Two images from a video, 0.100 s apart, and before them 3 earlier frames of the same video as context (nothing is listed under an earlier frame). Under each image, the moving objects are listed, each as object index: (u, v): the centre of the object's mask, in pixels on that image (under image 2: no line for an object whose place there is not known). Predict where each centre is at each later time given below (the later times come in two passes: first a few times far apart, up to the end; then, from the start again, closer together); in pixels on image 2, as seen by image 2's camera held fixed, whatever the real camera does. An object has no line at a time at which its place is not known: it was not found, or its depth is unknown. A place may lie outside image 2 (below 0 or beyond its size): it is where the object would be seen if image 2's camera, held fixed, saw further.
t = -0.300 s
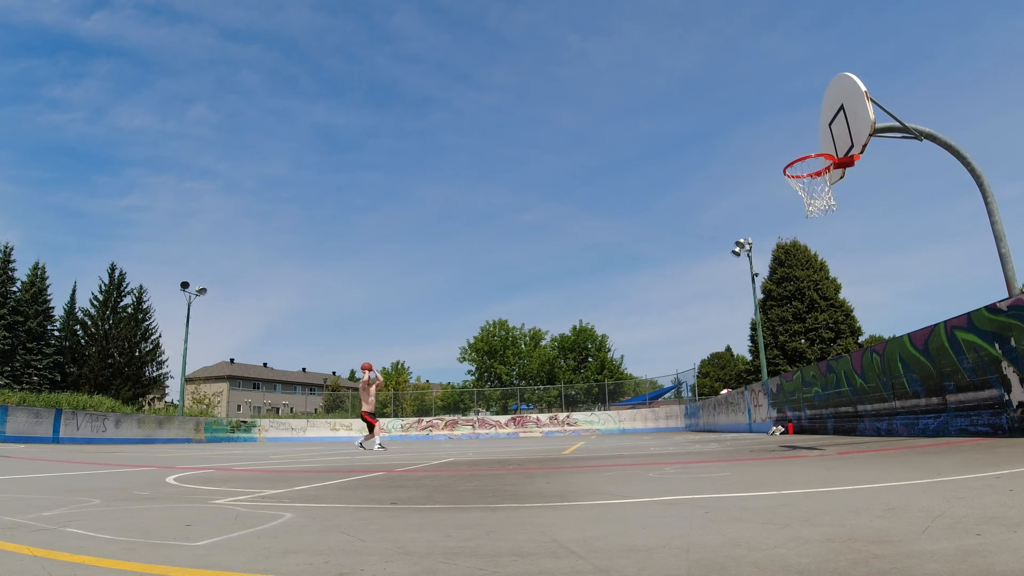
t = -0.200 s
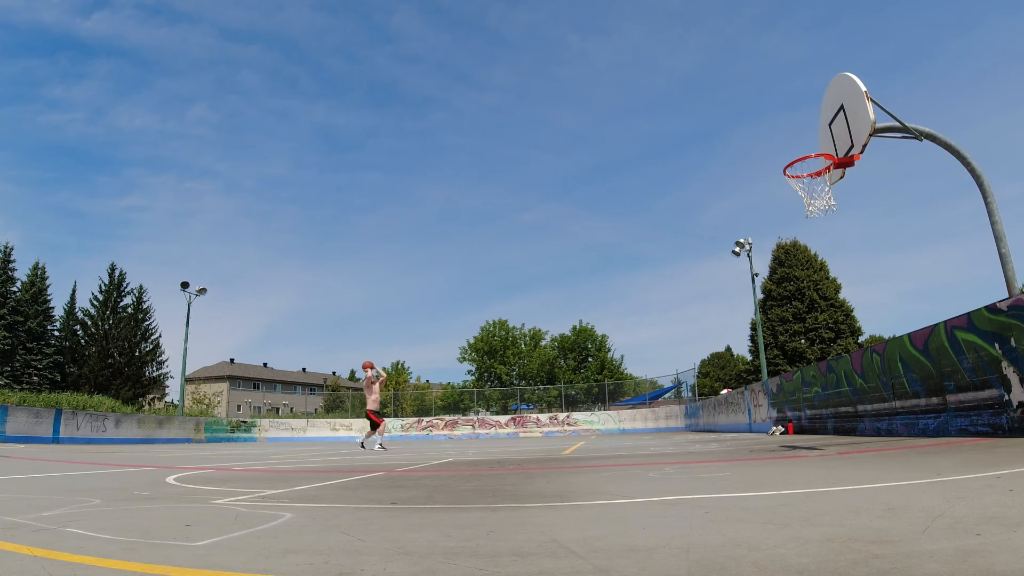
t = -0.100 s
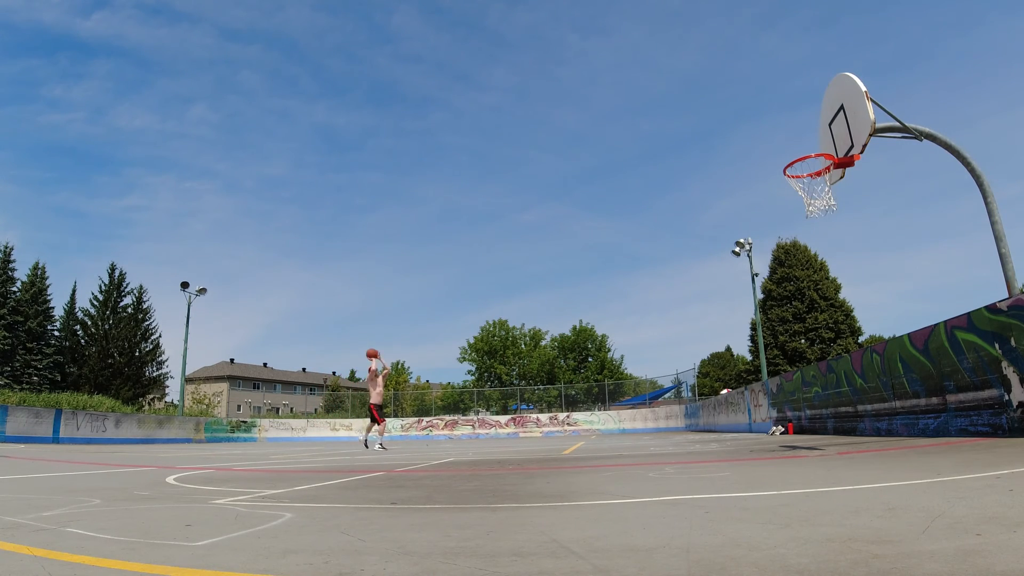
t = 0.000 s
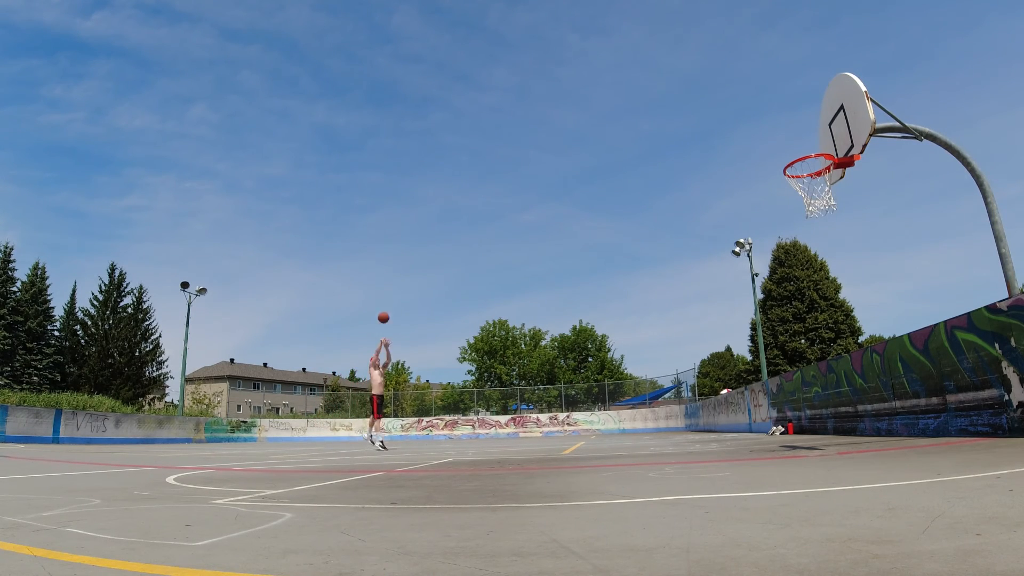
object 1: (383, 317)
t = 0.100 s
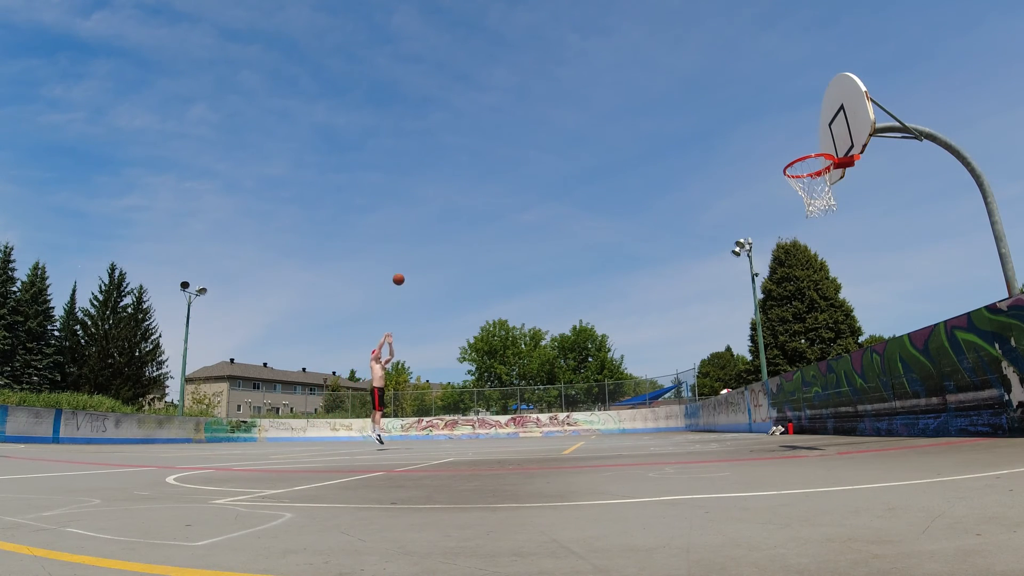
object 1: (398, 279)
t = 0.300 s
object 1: (431, 211)
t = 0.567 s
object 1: (479, 139)
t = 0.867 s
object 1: (545, 89)
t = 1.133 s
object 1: (625, 79)
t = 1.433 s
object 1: (764, 135)
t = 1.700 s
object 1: (871, 225)
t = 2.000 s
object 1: (964, 381)
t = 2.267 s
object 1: (954, 328)
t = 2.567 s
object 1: (922, 269)
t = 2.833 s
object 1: (909, 288)
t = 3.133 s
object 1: (907, 378)
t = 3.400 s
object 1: (896, 377)
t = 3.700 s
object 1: (876, 343)
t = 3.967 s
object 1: (863, 374)
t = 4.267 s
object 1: (854, 405)
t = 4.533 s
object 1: (845, 375)
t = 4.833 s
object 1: (844, 401)
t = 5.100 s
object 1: (840, 403)
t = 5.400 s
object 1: (833, 395)
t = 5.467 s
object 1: (831, 401)
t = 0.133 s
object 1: (404, 267)
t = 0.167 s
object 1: (409, 255)
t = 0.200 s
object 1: (414, 244)
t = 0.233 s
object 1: (420, 232)
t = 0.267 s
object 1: (425, 222)
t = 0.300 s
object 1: (431, 211)
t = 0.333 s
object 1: (436, 201)
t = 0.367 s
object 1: (442, 191)
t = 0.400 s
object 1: (448, 182)
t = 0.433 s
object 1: (454, 173)
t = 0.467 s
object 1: (460, 164)
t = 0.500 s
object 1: (466, 155)
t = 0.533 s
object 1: (472, 147)
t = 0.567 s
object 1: (479, 139)
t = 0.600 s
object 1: (485, 132)
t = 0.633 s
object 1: (492, 125)
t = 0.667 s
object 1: (499, 119)
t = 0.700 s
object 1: (506, 113)
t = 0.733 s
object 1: (513, 107)
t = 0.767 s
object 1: (521, 101)
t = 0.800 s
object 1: (529, 97)
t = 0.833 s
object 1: (537, 92)
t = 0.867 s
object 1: (545, 89)
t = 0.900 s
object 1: (554, 85)
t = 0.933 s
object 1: (563, 83)
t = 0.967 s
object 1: (572, 80)
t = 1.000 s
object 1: (582, 79)
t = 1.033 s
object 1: (592, 78)
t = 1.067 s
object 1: (602, 77)
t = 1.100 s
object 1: (613, 78)
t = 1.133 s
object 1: (625, 79)
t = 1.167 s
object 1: (637, 81)
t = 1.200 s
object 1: (650, 84)
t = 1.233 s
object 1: (664, 87)
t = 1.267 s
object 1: (678, 92)
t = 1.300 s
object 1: (693, 98)
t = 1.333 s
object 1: (709, 105)
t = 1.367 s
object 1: (726, 114)
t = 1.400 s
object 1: (744, 123)
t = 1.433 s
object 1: (764, 135)
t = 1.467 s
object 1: (784, 148)
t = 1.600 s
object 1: (844, 195)
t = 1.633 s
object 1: (853, 203)
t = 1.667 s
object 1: (862, 213)
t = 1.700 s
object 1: (871, 225)
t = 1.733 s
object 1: (881, 237)
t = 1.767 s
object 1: (891, 251)
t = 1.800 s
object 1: (901, 266)
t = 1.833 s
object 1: (911, 282)
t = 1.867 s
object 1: (921, 299)
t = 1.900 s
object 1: (932, 317)
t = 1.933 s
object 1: (943, 337)
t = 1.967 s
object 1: (953, 358)
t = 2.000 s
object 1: (964, 381)
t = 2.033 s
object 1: (975, 405)
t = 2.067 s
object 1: (985, 428)
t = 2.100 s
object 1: (979, 409)
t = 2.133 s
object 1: (974, 390)
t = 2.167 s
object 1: (969, 372)
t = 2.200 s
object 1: (964, 356)
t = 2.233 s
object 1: (959, 341)
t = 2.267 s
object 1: (954, 328)
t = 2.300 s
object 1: (950, 316)
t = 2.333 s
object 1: (945, 306)
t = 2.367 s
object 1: (941, 297)
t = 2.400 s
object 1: (937, 289)
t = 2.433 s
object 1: (934, 283)
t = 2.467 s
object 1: (931, 278)
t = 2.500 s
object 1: (928, 274)
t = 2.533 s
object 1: (925, 271)
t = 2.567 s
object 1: (922, 269)
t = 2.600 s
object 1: (920, 268)
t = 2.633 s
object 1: (918, 268)
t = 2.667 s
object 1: (916, 269)
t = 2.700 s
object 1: (914, 271)
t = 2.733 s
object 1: (912, 274)
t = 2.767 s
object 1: (911, 278)
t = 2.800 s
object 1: (910, 282)
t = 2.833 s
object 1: (909, 288)
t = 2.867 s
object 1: (908, 295)
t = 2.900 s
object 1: (907, 302)
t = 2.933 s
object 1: (907, 310)
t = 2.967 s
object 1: (906, 319)
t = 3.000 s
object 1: (906, 329)
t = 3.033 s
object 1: (907, 341)
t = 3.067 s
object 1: (906, 352)
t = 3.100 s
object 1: (907, 364)
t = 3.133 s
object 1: (907, 378)
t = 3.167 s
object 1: (907, 393)
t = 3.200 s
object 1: (907, 407)
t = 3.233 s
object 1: (907, 423)
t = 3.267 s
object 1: (906, 420)
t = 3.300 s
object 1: (904, 408)
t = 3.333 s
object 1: (901, 397)
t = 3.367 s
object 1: (898, 385)
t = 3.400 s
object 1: (896, 377)
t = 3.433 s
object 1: (894, 369)
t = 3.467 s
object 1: (893, 361)
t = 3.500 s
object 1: (891, 355)
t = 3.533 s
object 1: (888, 351)
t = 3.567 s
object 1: (885, 348)
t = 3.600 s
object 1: (882, 346)
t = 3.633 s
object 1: (880, 344)
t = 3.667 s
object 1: (878, 343)
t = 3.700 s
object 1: (876, 343)
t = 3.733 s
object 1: (874, 344)
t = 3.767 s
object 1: (872, 346)
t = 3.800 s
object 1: (870, 348)
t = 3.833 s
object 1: (869, 352)
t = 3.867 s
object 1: (867, 356)
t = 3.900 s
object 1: (866, 361)
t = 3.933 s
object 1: (865, 367)
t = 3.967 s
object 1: (863, 374)
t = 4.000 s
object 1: (863, 381)
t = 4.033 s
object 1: (862, 389)
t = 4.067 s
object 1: (861, 398)
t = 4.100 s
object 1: (861, 407)
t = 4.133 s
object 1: (860, 418)
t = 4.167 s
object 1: (860, 429)
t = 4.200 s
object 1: (858, 420)
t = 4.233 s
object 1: (856, 412)
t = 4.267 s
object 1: (854, 405)
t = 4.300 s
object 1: (853, 398)
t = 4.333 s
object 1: (852, 392)
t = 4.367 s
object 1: (850, 388)
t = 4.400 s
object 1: (849, 384)
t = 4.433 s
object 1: (848, 380)
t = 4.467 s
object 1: (847, 378)
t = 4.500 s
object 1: (846, 376)
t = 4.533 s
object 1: (845, 375)
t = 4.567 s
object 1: (845, 375)
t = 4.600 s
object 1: (845, 376)
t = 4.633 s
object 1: (844, 377)
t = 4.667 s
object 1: (844, 380)
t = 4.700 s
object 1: (844, 382)
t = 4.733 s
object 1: (844, 386)
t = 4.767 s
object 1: (843, 390)
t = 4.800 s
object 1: (843, 395)
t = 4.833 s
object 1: (844, 401)
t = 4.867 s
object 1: (844, 407)
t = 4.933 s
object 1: (844, 421)
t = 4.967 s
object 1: (844, 427)
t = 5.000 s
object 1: (842, 419)
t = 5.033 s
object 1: (841, 413)
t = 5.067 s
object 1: (840, 408)
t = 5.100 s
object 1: (840, 403)
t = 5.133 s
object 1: (839, 400)
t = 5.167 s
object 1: (838, 396)
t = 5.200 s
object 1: (837, 394)
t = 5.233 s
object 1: (836, 393)
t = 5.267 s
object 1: (836, 392)
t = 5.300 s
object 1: (835, 392)
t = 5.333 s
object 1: (834, 392)
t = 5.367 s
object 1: (834, 393)
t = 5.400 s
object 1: (833, 395)
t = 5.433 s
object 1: (832, 397)
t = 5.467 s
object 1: (831, 401)
